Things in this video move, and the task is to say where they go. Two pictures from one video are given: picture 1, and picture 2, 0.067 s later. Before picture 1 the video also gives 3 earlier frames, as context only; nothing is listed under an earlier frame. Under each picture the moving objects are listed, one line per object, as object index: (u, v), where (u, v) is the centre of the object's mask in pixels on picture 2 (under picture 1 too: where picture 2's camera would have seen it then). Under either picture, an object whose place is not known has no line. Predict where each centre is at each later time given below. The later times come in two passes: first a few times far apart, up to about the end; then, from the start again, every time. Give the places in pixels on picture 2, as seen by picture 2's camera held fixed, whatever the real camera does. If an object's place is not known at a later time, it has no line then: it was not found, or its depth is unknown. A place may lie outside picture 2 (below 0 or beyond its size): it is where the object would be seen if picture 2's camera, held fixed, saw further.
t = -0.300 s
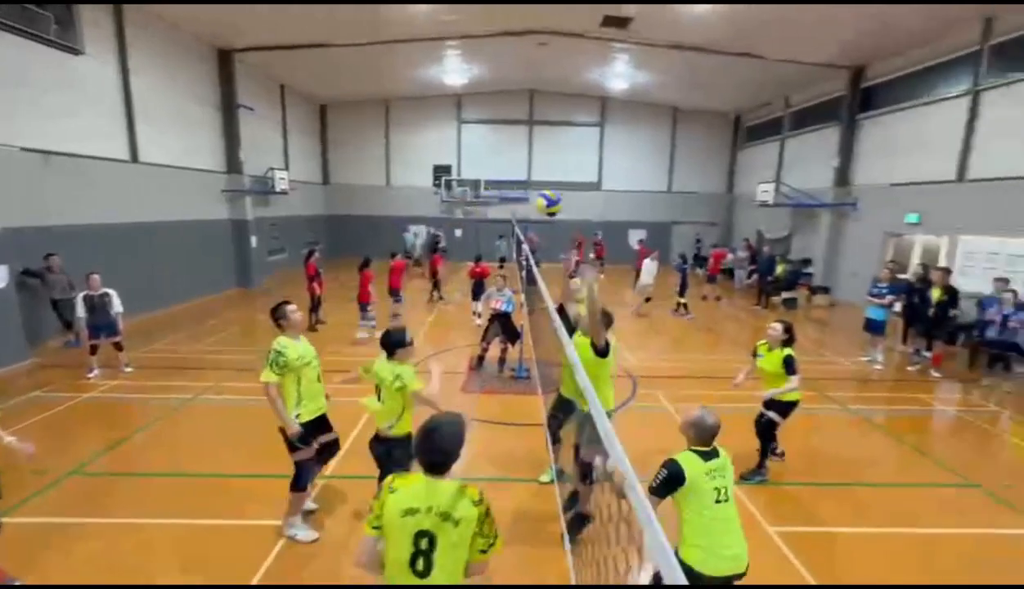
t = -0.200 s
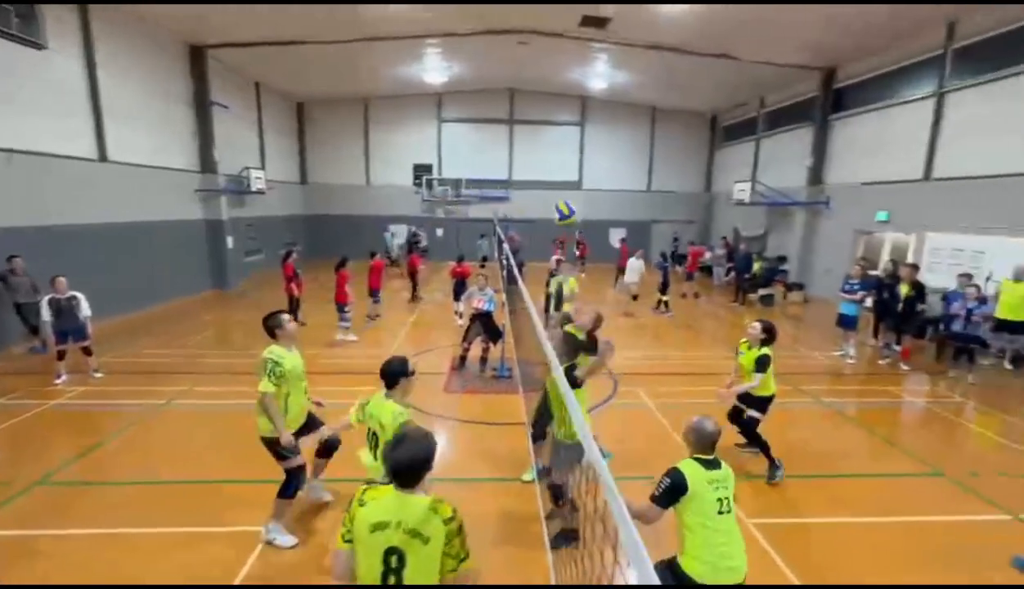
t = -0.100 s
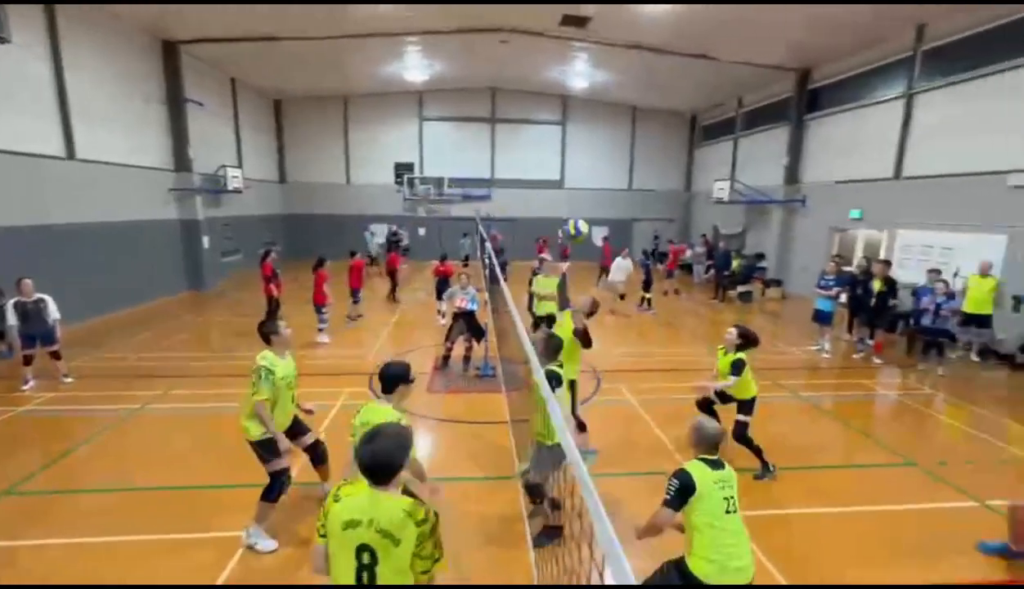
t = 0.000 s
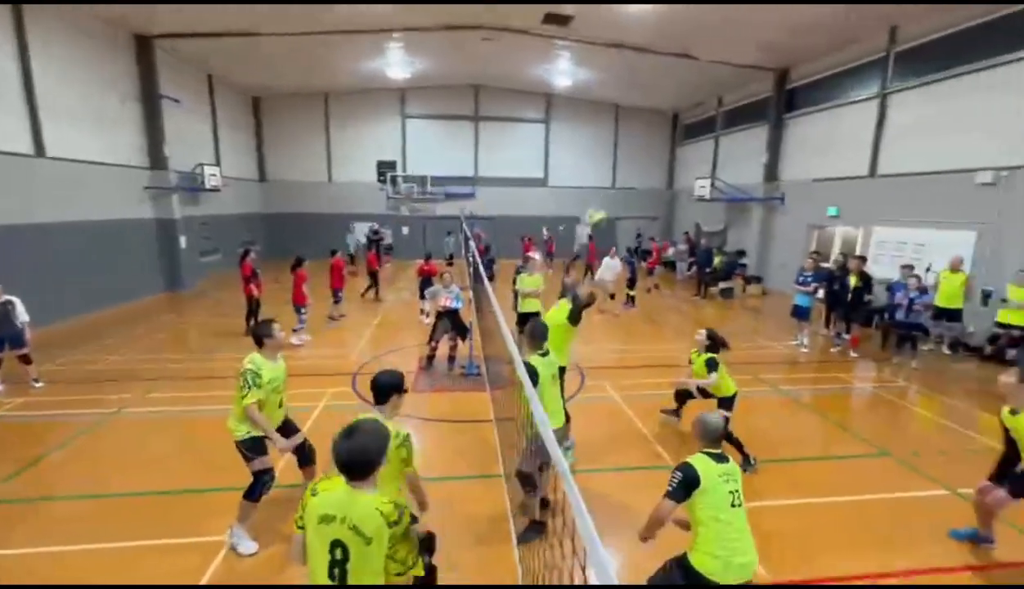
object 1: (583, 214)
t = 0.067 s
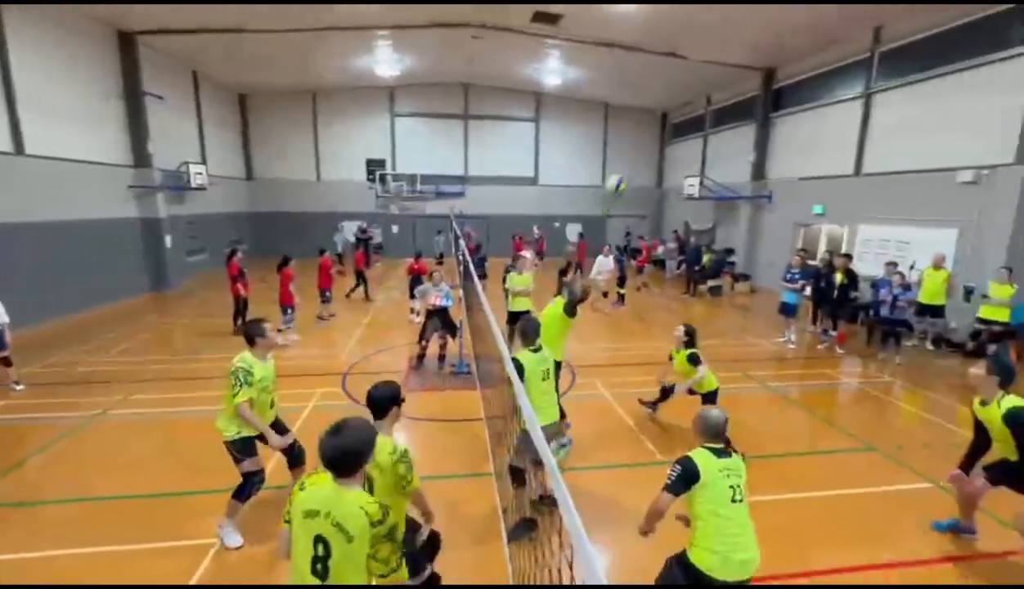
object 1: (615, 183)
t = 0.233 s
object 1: (700, 123)
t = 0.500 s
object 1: (838, 72)
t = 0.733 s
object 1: (966, 94)
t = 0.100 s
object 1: (632, 172)
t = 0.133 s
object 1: (652, 158)
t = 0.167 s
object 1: (667, 146)
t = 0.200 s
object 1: (682, 133)
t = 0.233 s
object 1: (700, 123)
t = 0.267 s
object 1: (718, 111)
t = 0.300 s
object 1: (736, 105)
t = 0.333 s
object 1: (753, 96)
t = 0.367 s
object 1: (769, 90)
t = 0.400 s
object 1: (785, 83)
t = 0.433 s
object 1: (804, 79)
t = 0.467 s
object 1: (820, 74)
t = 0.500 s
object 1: (838, 72)
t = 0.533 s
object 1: (857, 71)
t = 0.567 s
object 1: (874, 72)
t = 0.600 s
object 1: (891, 73)
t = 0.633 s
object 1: (909, 75)
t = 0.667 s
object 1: (928, 81)
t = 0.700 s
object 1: (947, 85)
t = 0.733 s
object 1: (966, 94)
